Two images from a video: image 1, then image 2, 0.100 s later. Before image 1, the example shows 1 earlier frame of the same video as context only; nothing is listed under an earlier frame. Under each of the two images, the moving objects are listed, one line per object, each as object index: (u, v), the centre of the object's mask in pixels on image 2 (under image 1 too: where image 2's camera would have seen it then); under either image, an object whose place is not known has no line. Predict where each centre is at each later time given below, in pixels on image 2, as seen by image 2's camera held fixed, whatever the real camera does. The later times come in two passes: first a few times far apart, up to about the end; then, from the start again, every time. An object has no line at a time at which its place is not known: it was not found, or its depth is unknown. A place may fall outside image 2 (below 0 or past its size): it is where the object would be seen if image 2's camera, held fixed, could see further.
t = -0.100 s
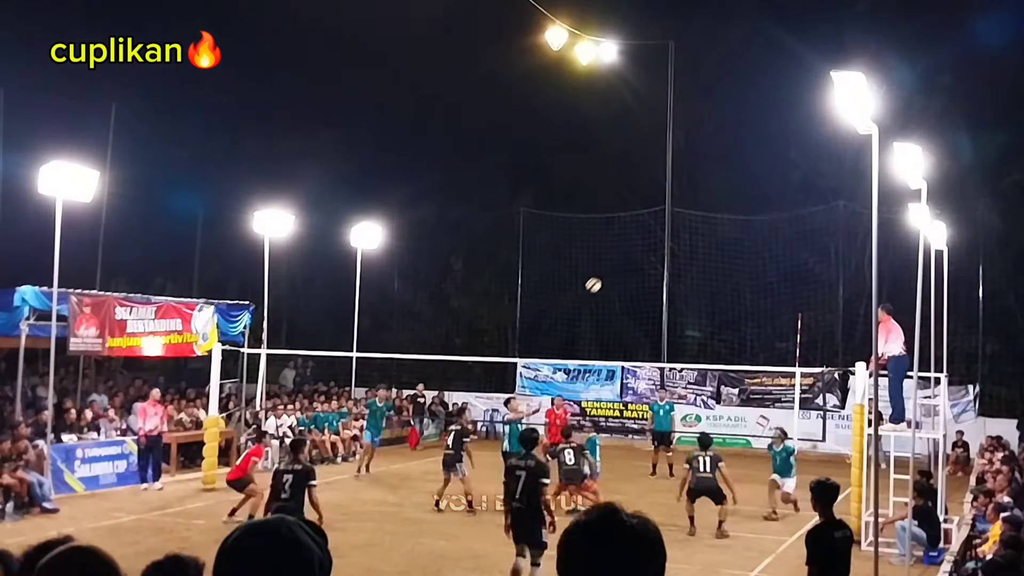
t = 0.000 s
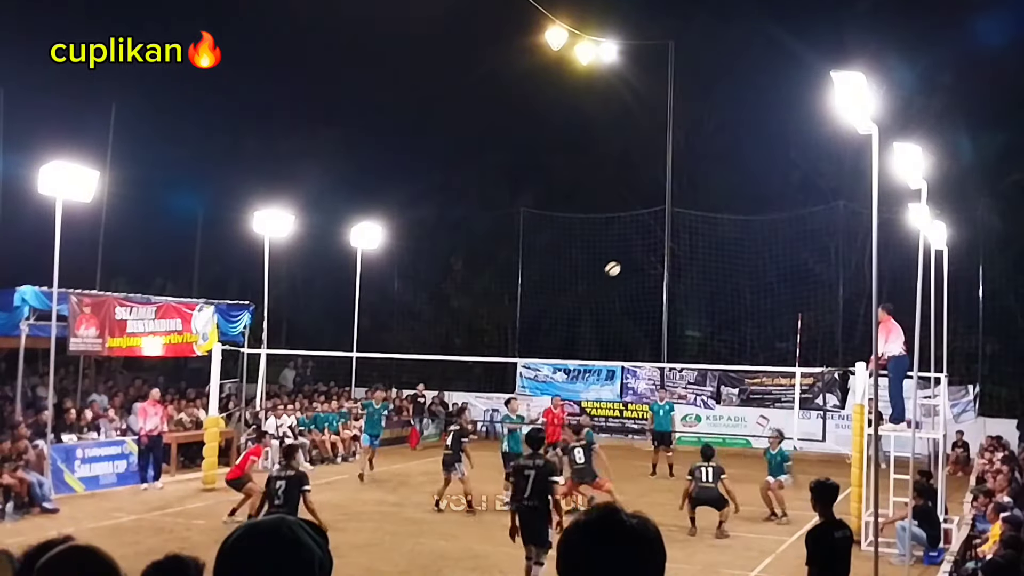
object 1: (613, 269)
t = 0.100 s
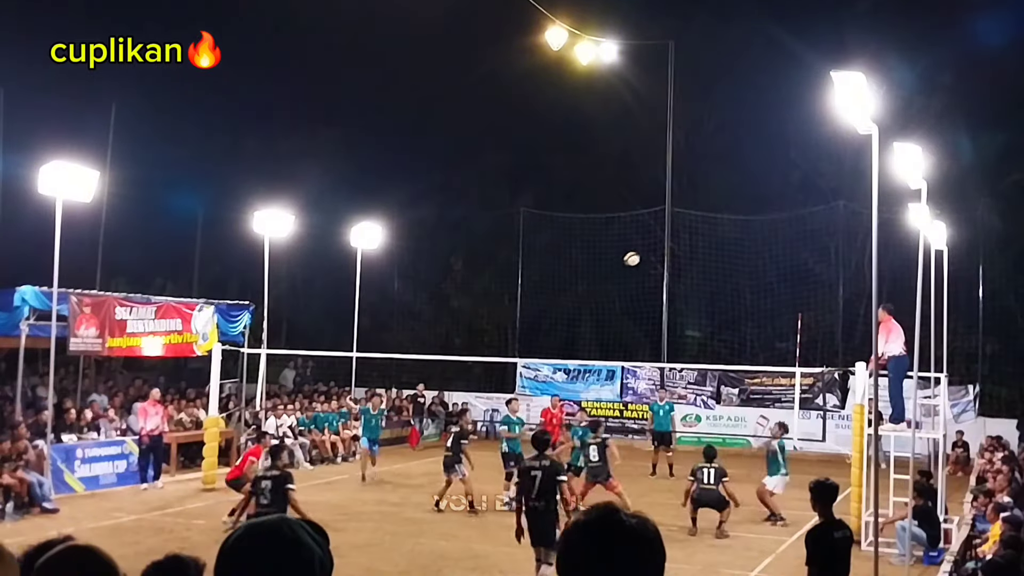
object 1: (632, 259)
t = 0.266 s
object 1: (663, 256)
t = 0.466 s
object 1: (700, 275)
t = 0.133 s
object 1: (638, 257)
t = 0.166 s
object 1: (644, 256)
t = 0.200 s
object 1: (650, 255)
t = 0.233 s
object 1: (657, 255)
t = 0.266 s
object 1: (663, 256)
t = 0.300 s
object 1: (669, 257)
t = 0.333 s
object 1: (676, 259)
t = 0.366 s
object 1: (682, 262)
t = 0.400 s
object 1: (688, 266)
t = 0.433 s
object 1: (694, 270)
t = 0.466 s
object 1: (700, 275)
